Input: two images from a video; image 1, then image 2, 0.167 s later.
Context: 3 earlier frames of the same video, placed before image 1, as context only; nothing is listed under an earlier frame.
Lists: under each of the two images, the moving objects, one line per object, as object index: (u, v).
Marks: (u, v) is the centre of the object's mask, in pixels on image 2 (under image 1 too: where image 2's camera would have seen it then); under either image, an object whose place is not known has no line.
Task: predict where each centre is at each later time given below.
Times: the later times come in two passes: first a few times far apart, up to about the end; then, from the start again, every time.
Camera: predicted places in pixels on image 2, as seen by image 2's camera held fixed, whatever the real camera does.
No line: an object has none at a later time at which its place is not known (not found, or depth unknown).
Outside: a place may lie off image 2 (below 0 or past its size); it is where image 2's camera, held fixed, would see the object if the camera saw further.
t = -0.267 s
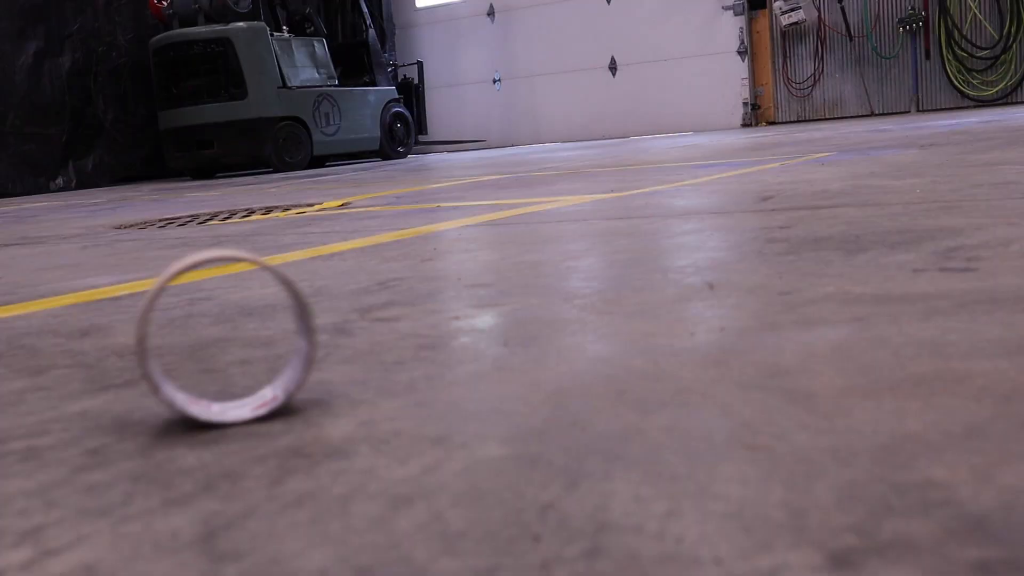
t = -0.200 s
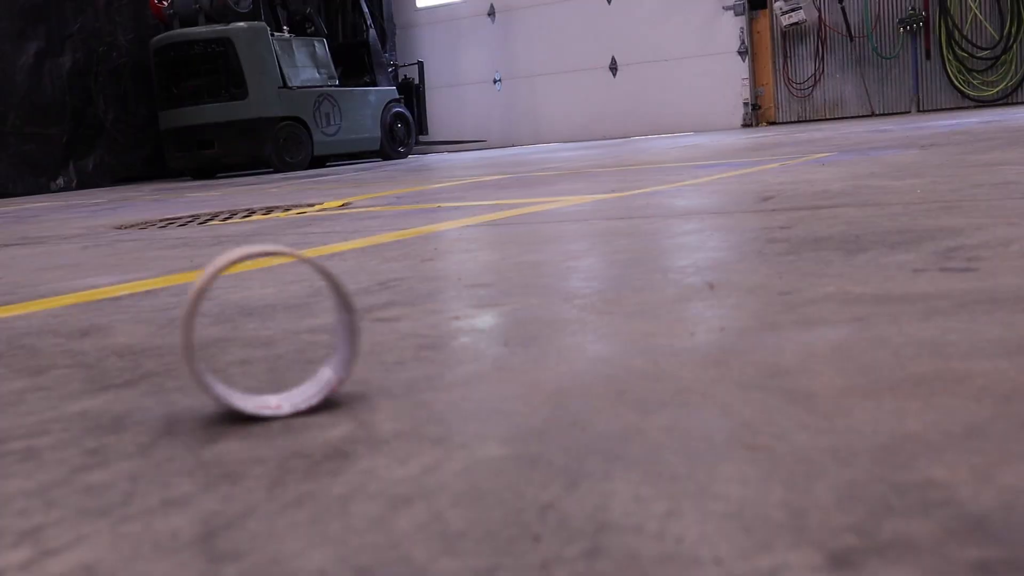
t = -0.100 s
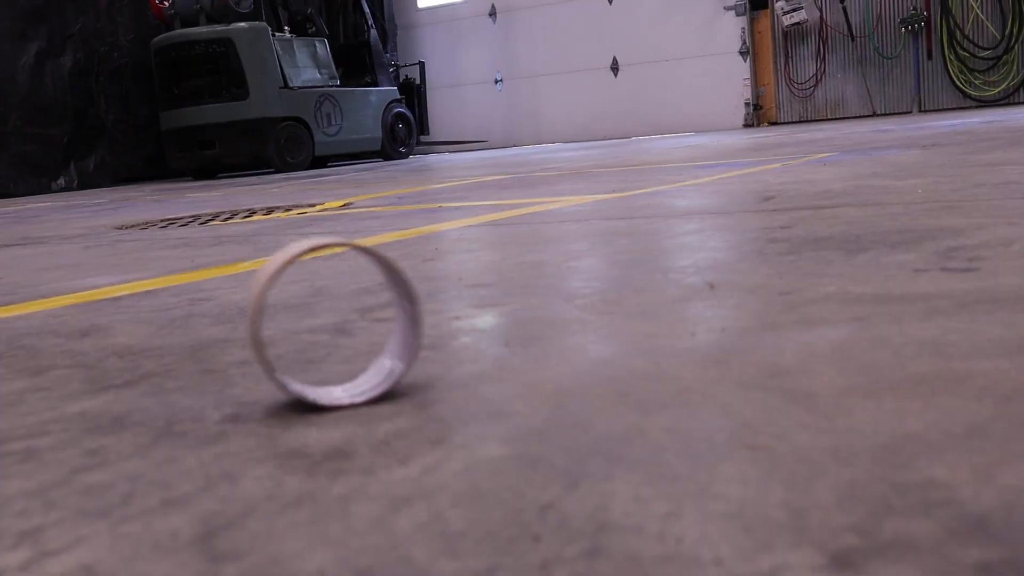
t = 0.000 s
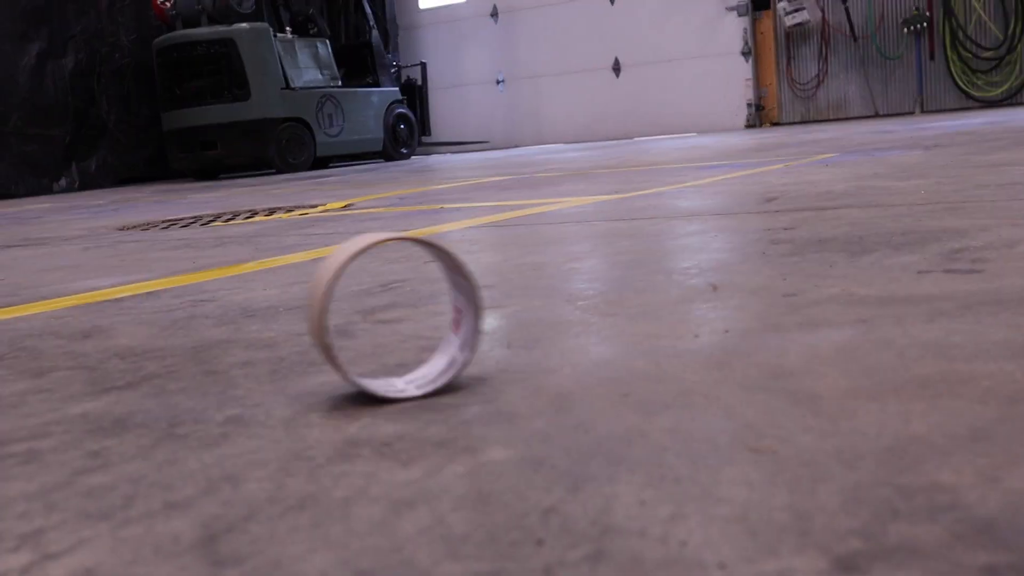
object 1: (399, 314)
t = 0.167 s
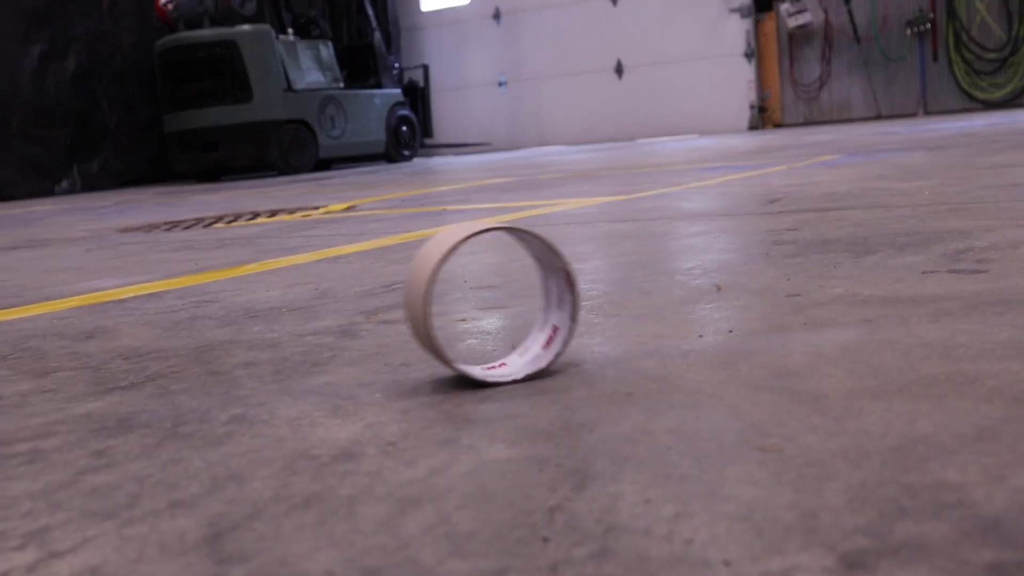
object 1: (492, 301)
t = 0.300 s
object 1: (560, 291)
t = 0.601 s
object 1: (696, 272)
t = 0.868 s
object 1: (793, 257)
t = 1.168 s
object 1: (881, 245)
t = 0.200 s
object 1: (509, 299)
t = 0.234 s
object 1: (526, 296)
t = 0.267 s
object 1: (544, 294)
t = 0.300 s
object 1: (560, 291)
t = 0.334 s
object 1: (577, 289)
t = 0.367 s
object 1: (593, 286)
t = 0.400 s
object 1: (608, 284)
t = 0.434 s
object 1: (623, 282)
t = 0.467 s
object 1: (639, 280)
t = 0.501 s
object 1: (653, 278)
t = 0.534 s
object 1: (668, 276)
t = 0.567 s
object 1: (682, 274)
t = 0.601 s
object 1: (696, 272)
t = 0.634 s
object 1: (710, 269)
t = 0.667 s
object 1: (723, 268)
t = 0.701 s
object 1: (734, 266)
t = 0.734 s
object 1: (747, 264)
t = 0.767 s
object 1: (759, 263)
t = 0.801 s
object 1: (770, 261)
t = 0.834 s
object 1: (782, 259)
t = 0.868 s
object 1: (793, 257)
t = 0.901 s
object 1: (804, 255)
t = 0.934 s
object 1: (814, 255)
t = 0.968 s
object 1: (824, 253)
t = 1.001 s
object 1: (834, 251)
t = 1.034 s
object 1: (844, 250)
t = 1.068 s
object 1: (853, 249)
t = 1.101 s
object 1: (862, 248)
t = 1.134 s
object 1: (872, 246)
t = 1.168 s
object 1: (881, 245)
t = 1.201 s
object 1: (890, 243)
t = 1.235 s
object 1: (899, 242)
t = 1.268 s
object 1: (908, 241)
